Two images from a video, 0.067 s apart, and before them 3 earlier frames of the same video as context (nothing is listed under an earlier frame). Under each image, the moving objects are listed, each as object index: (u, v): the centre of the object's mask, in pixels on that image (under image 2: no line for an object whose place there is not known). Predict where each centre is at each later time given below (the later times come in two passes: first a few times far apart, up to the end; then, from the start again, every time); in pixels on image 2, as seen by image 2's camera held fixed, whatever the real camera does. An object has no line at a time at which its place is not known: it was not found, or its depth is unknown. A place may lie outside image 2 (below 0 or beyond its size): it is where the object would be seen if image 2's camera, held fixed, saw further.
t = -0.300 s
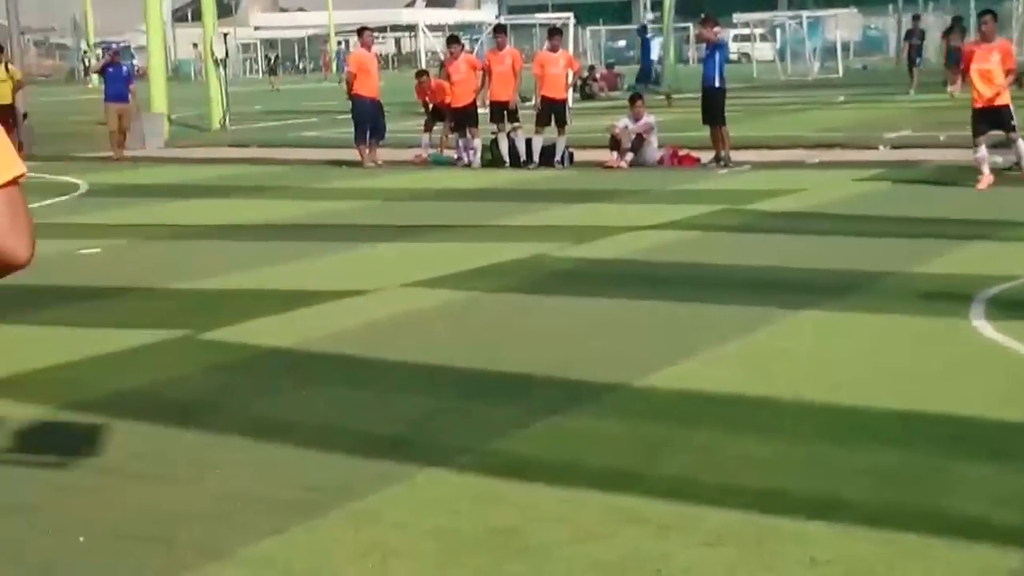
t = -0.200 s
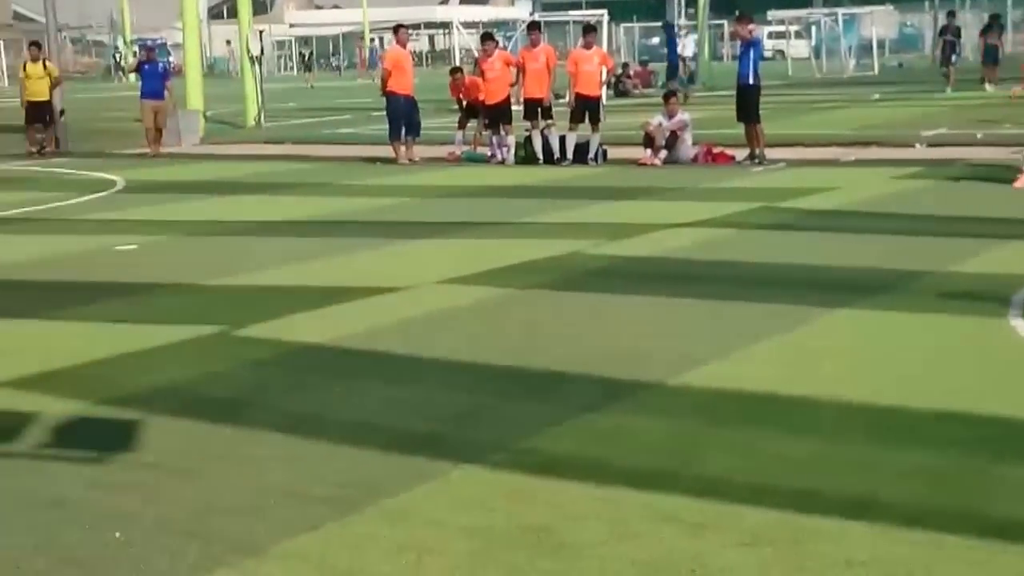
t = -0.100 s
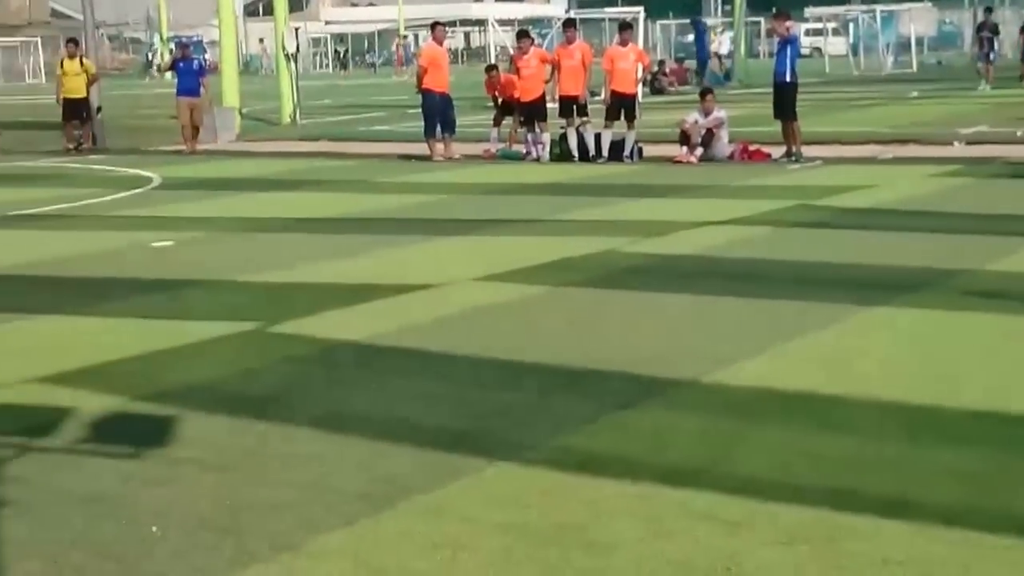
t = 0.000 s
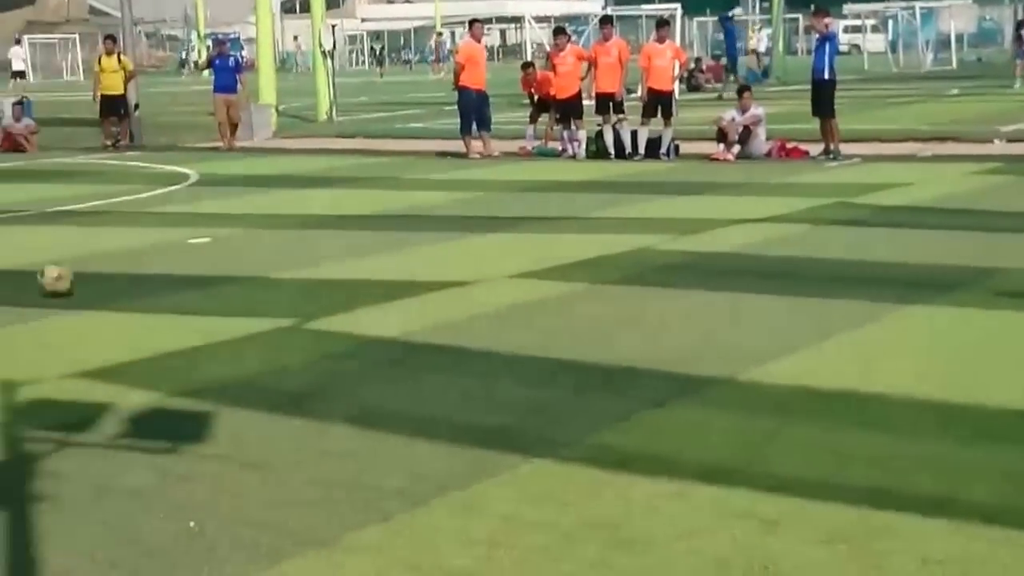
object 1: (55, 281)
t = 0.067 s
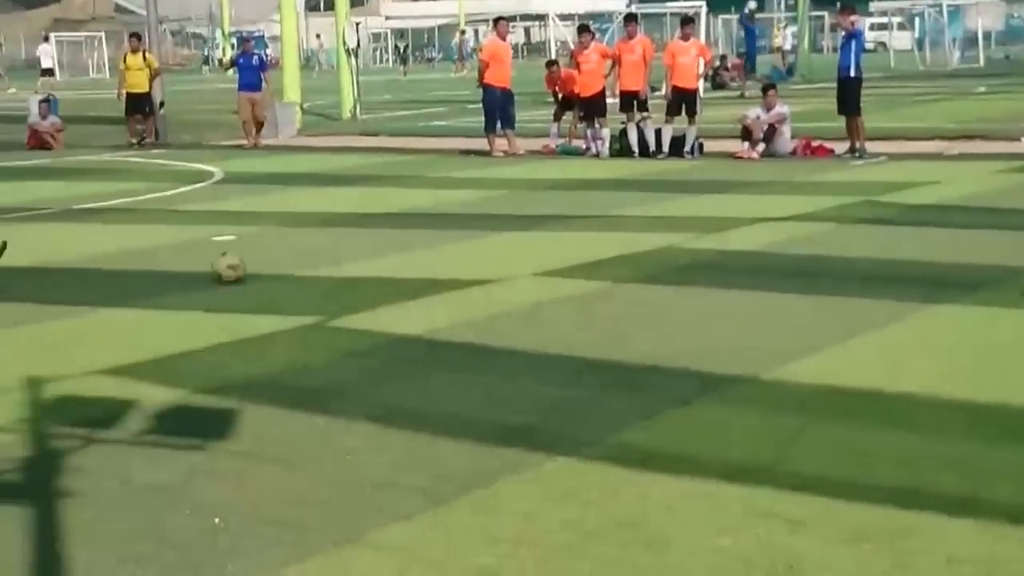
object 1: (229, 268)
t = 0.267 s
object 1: (584, 242)
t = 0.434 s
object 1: (813, 224)
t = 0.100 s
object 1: (296, 264)
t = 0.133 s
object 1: (361, 258)
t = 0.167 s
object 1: (420, 253)
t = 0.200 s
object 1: (476, 248)
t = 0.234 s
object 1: (530, 243)
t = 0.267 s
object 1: (584, 242)
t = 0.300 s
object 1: (635, 238)
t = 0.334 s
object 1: (682, 234)
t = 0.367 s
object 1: (727, 231)
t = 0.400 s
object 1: (770, 228)
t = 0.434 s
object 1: (813, 224)
